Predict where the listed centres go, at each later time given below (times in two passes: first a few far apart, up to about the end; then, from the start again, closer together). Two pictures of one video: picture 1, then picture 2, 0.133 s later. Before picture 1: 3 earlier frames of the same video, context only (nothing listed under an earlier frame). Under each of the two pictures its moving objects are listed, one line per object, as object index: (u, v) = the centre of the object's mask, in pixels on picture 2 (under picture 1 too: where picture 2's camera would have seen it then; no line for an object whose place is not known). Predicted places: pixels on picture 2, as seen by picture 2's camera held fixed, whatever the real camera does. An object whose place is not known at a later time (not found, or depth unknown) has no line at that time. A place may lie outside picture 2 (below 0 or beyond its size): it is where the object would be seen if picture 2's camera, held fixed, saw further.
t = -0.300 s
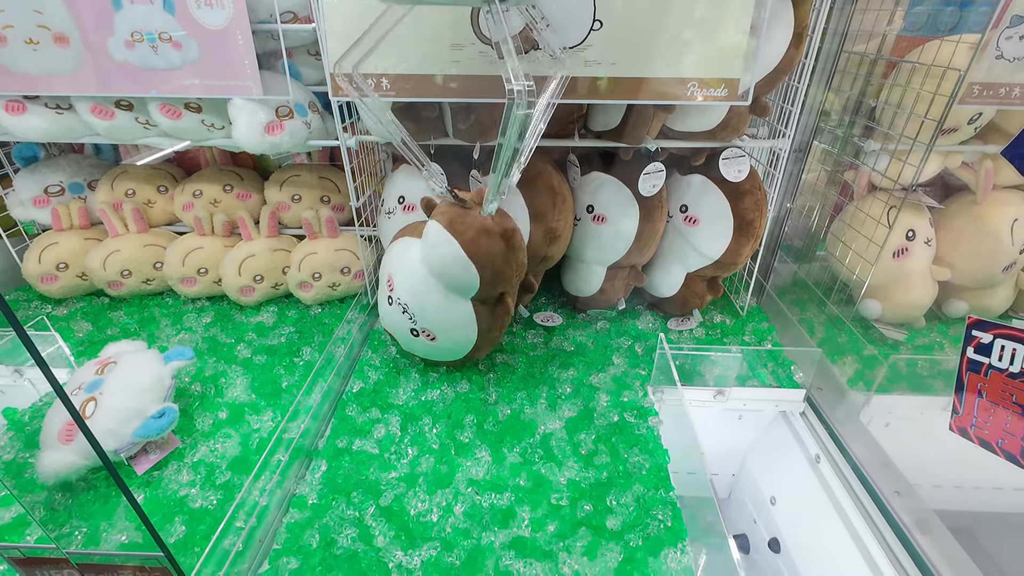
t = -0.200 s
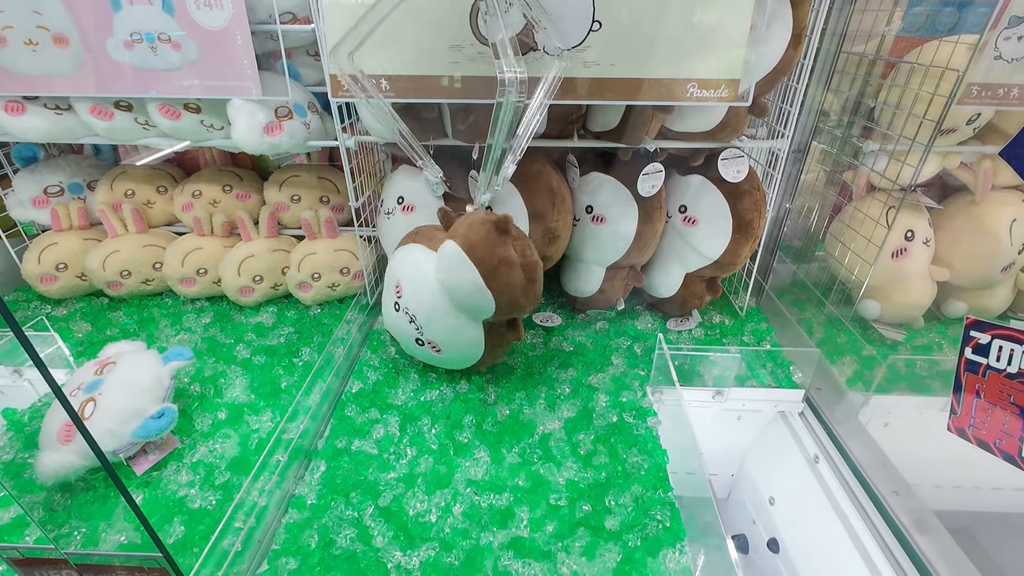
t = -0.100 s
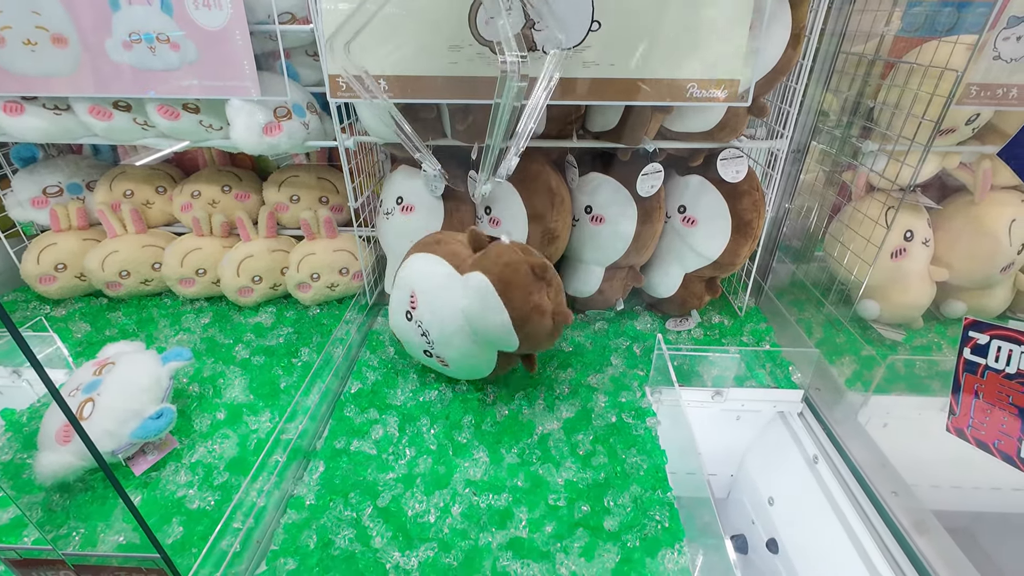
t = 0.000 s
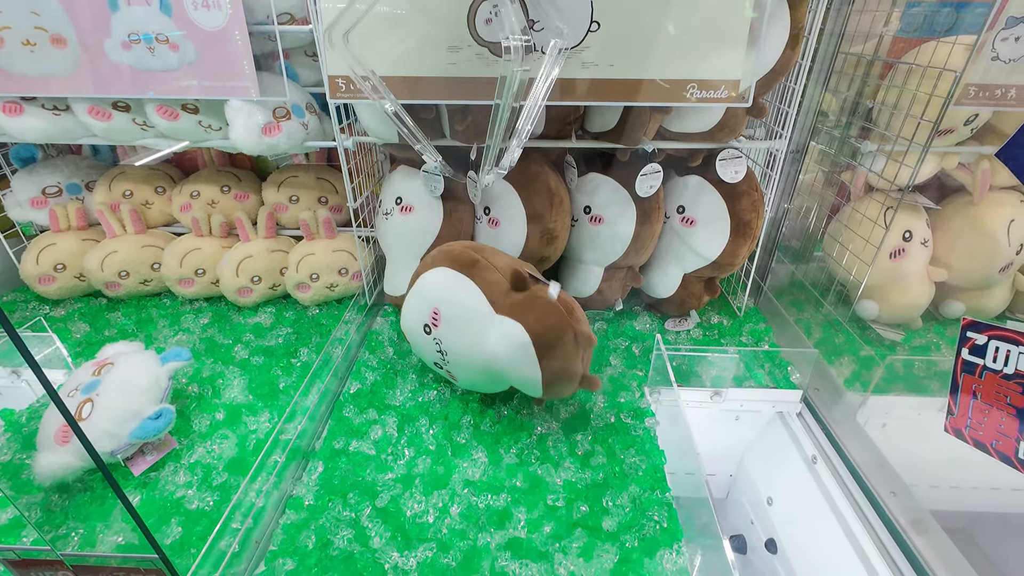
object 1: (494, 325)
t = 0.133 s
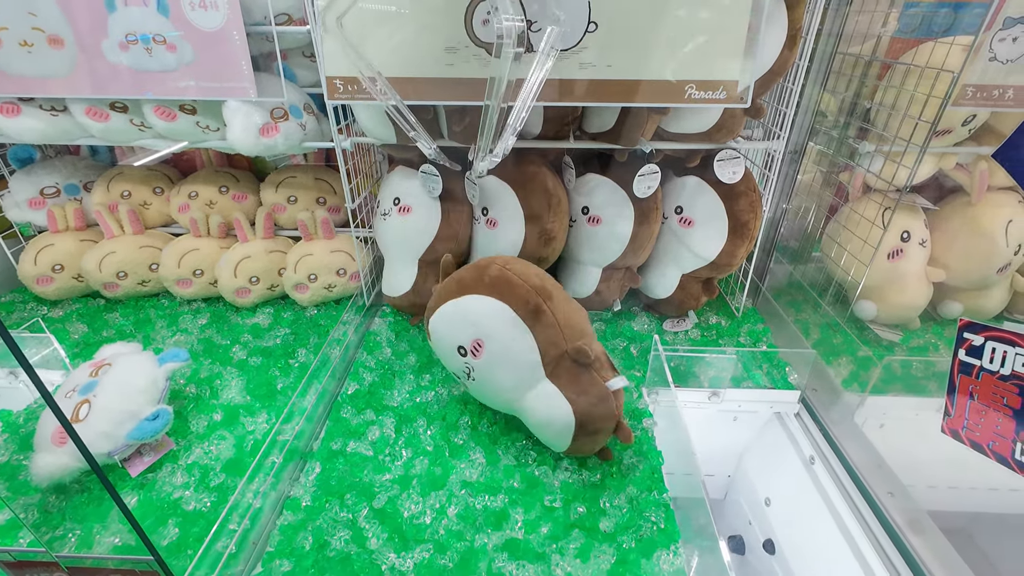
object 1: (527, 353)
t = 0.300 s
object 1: (528, 359)
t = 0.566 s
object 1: (514, 368)
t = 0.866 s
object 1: (499, 392)
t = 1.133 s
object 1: (460, 436)
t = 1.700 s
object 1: (476, 420)
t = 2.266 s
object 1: (465, 434)
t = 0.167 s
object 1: (532, 353)
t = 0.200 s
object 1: (536, 356)
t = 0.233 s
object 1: (536, 358)
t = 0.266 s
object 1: (534, 359)
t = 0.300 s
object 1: (528, 359)
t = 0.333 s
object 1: (523, 358)
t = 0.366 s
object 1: (518, 357)
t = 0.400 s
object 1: (514, 356)
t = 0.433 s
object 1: (512, 356)
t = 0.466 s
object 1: (511, 358)
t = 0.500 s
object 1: (516, 366)
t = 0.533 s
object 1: (516, 369)
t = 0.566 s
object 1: (514, 368)
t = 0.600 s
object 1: (515, 371)
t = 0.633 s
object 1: (514, 373)
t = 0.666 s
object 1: (512, 374)
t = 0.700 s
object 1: (510, 376)
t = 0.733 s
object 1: (507, 378)
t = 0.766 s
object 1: (505, 381)
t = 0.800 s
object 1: (503, 383)
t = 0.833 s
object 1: (501, 388)
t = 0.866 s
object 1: (499, 392)
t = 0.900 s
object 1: (496, 397)
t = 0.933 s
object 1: (491, 400)
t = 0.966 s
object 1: (486, 408)
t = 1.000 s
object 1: (481, 417)
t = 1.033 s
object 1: (475, 424)
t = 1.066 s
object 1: (470, 431)
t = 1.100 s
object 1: (464, 434)
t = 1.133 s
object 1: (460, 436)
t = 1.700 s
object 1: (476, 420)
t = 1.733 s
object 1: (476, 420)
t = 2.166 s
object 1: (464, 436)
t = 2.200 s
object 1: (464, 435)
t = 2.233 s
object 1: (464, 435)
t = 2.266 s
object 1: (465, 434)
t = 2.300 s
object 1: (465, 433)
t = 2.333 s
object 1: (465, 432)
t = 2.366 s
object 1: (465, 432)
